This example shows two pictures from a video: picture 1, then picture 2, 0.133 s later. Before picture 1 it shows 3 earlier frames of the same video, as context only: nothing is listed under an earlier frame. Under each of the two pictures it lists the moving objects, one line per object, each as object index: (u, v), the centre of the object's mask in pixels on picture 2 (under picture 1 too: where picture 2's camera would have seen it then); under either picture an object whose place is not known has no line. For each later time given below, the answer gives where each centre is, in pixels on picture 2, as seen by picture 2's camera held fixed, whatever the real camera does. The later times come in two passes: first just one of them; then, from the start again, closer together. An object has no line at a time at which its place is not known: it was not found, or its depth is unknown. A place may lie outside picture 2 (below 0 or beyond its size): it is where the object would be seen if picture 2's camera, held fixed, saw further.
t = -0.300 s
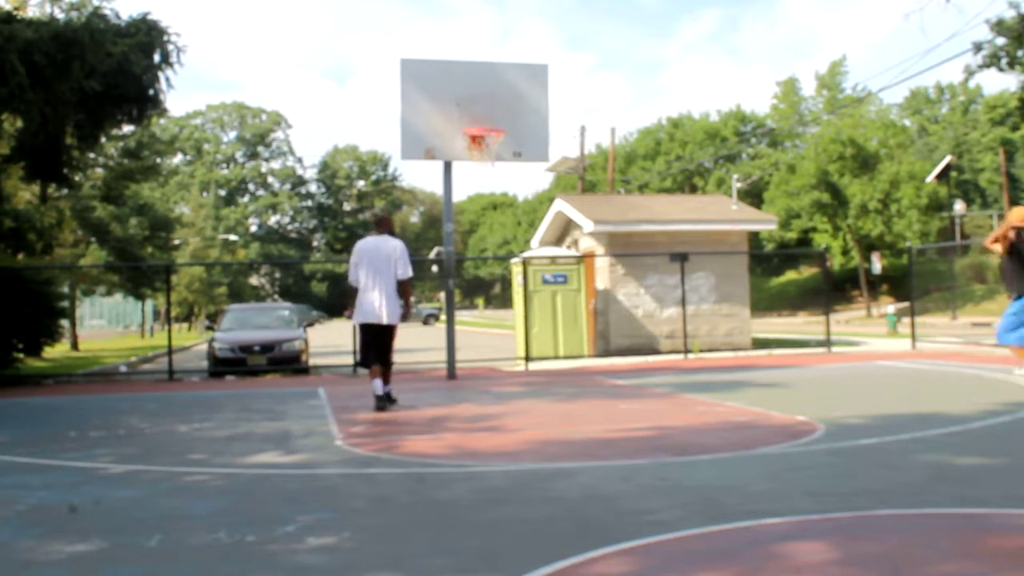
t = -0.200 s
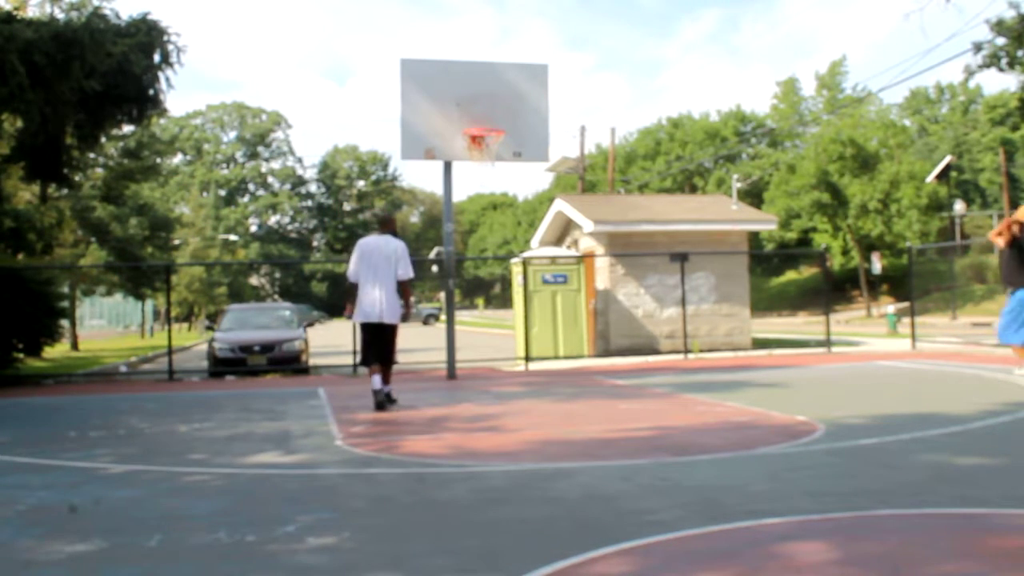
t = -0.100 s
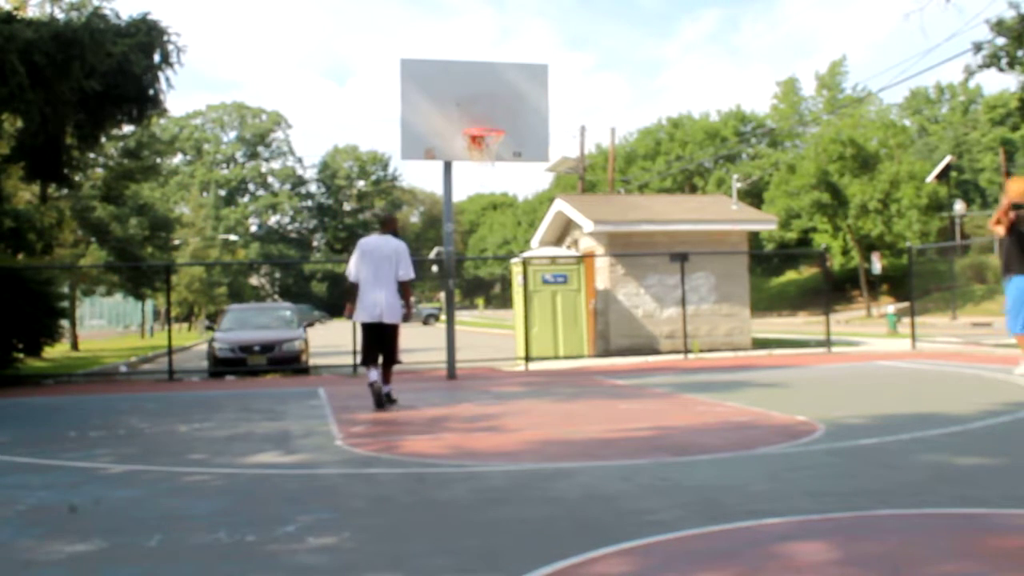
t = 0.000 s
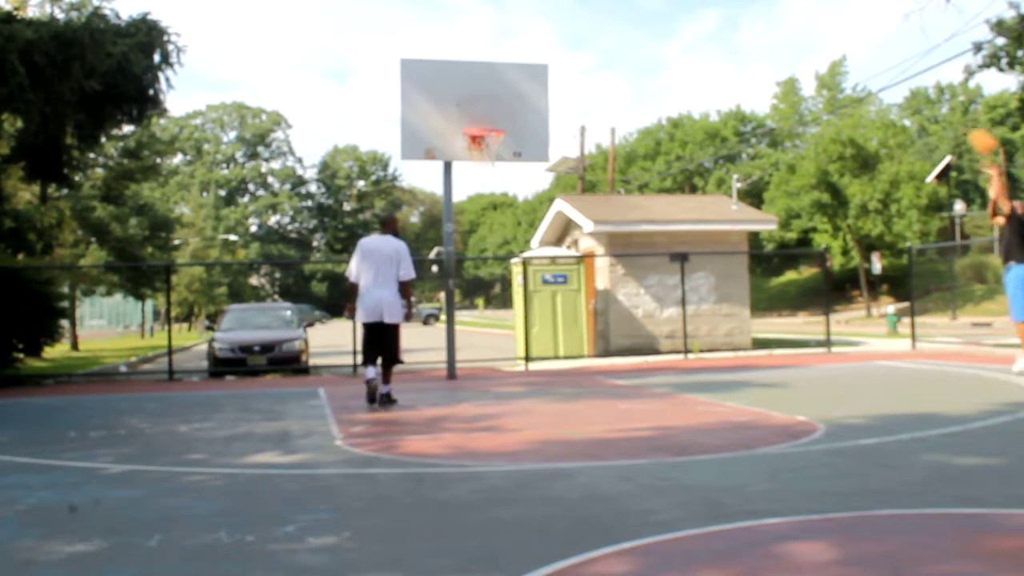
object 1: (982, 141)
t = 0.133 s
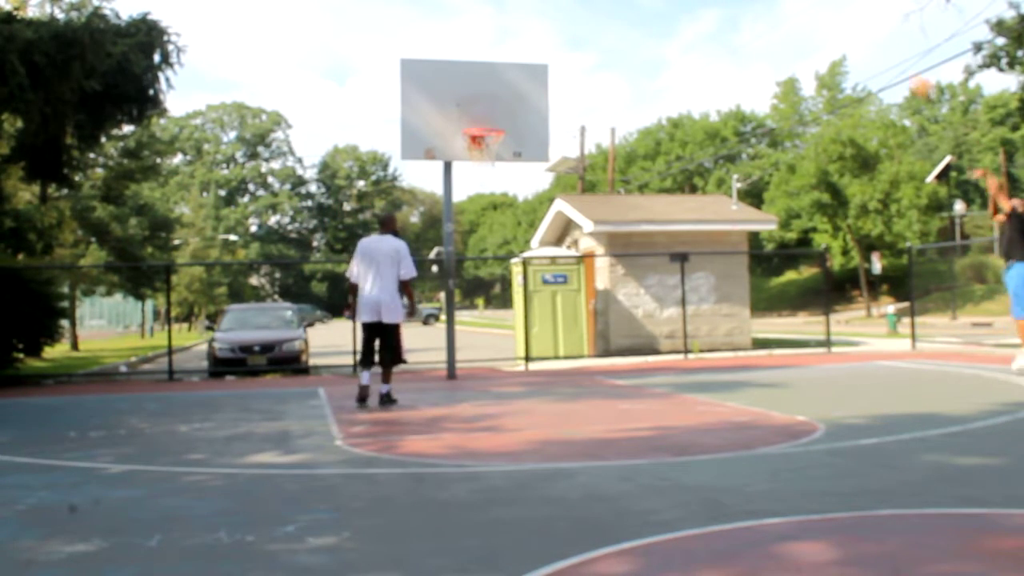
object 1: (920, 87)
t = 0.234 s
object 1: (876, 53)
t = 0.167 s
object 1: (906, 74)
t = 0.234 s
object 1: (876, 53)
